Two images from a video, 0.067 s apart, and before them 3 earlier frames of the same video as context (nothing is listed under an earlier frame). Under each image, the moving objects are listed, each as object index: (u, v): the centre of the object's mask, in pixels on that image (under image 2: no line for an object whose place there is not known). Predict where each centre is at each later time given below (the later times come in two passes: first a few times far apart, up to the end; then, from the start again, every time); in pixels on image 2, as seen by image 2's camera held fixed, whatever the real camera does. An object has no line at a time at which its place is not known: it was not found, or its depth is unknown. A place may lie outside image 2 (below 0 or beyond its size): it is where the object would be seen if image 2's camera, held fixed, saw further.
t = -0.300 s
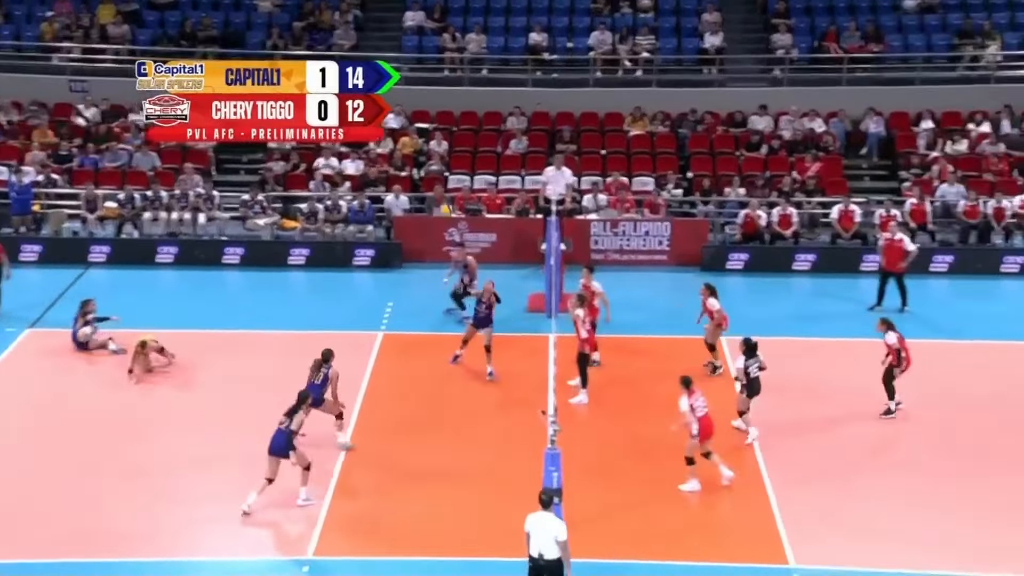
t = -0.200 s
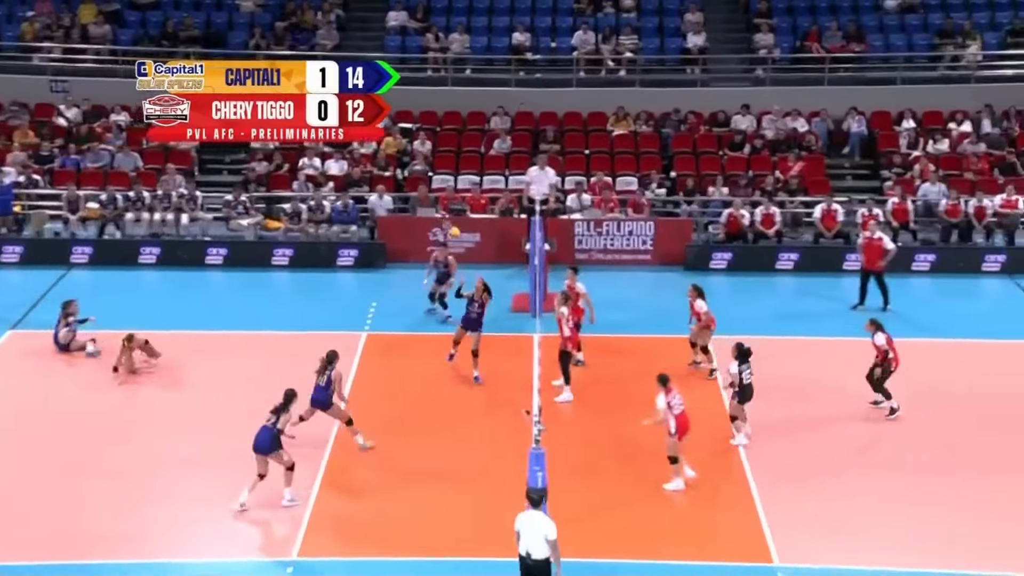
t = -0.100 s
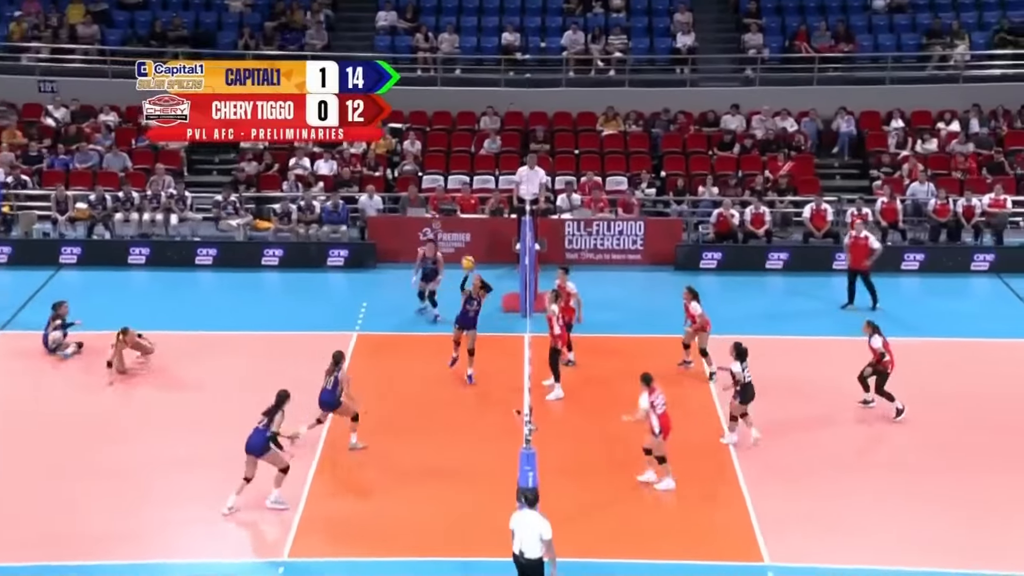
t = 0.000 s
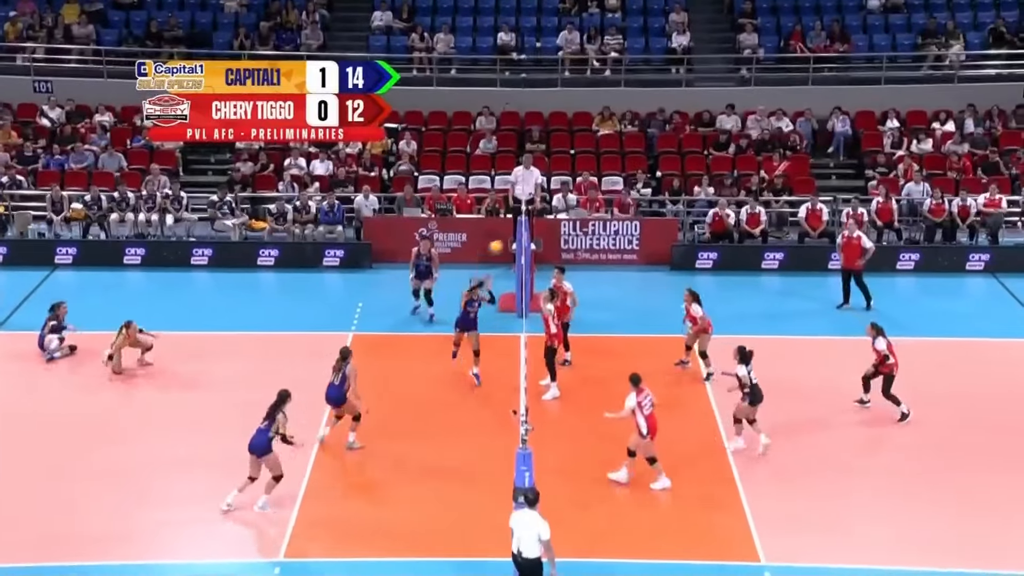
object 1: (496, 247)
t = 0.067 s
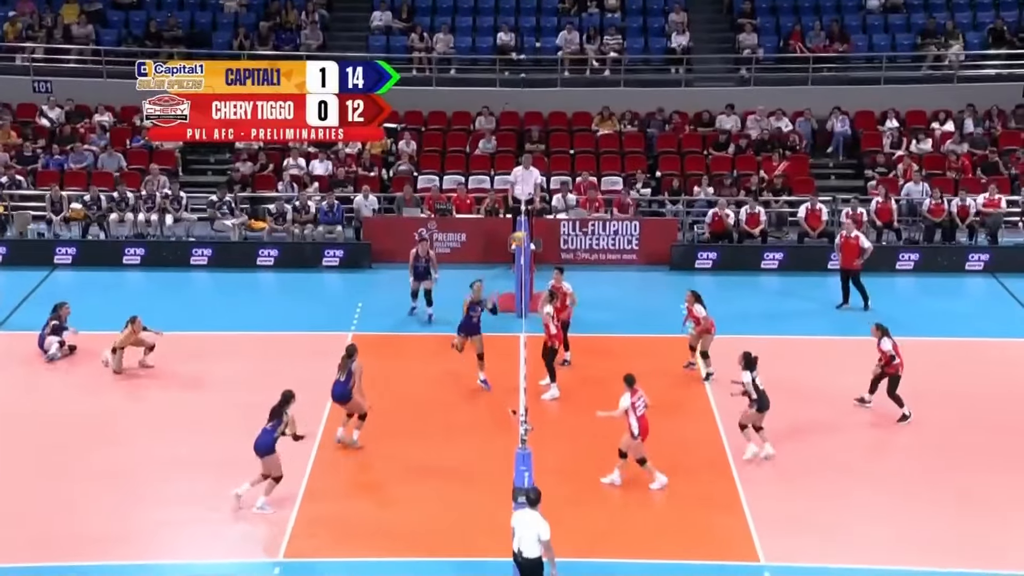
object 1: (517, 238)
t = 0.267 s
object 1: (586, 228)
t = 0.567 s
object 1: (690, 258)
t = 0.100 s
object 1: (531, 234)
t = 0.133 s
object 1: (540, 232)
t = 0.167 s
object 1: (552, 230)
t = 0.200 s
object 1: (562, 227)
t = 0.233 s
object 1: (575, 228)
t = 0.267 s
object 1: (586, 228)
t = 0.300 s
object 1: (597, 228)
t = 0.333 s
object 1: (609, 229)
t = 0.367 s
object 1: (621, 230)
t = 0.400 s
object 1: (633, 231)
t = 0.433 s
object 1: (645, 237)
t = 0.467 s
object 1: (656, 241)
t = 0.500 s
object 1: (668, 246)
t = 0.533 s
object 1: (679, 251)
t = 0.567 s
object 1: (690, 258)
